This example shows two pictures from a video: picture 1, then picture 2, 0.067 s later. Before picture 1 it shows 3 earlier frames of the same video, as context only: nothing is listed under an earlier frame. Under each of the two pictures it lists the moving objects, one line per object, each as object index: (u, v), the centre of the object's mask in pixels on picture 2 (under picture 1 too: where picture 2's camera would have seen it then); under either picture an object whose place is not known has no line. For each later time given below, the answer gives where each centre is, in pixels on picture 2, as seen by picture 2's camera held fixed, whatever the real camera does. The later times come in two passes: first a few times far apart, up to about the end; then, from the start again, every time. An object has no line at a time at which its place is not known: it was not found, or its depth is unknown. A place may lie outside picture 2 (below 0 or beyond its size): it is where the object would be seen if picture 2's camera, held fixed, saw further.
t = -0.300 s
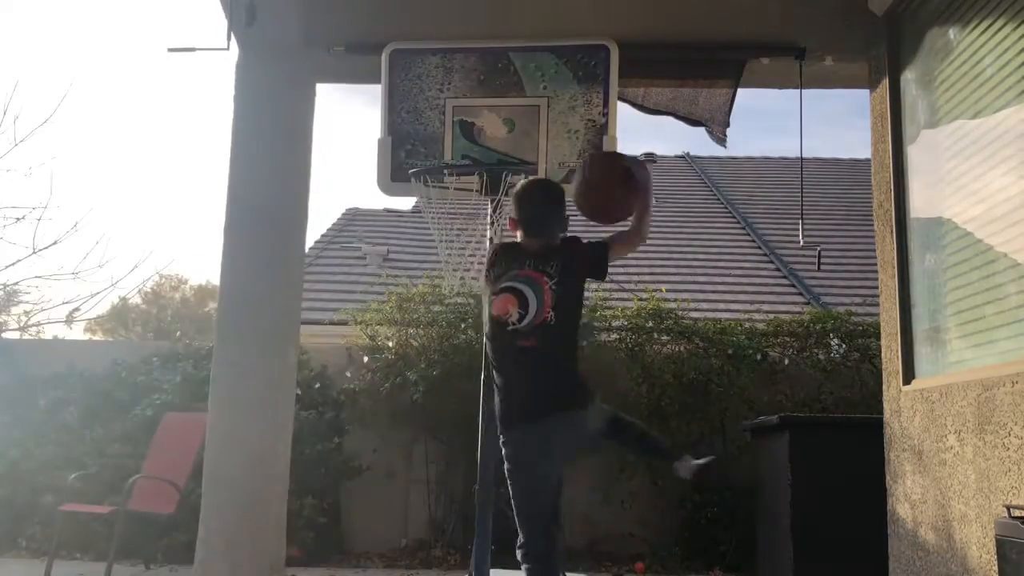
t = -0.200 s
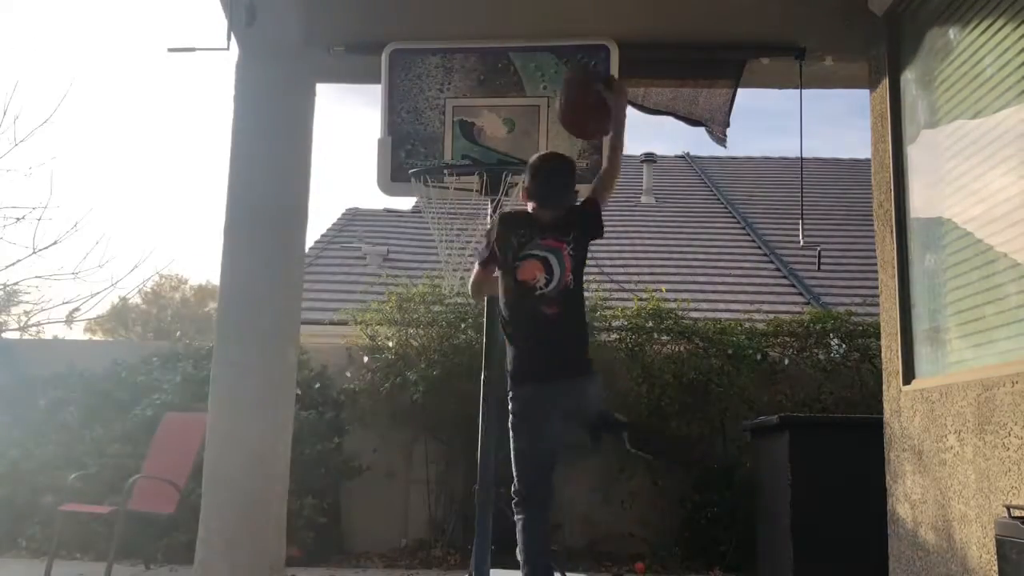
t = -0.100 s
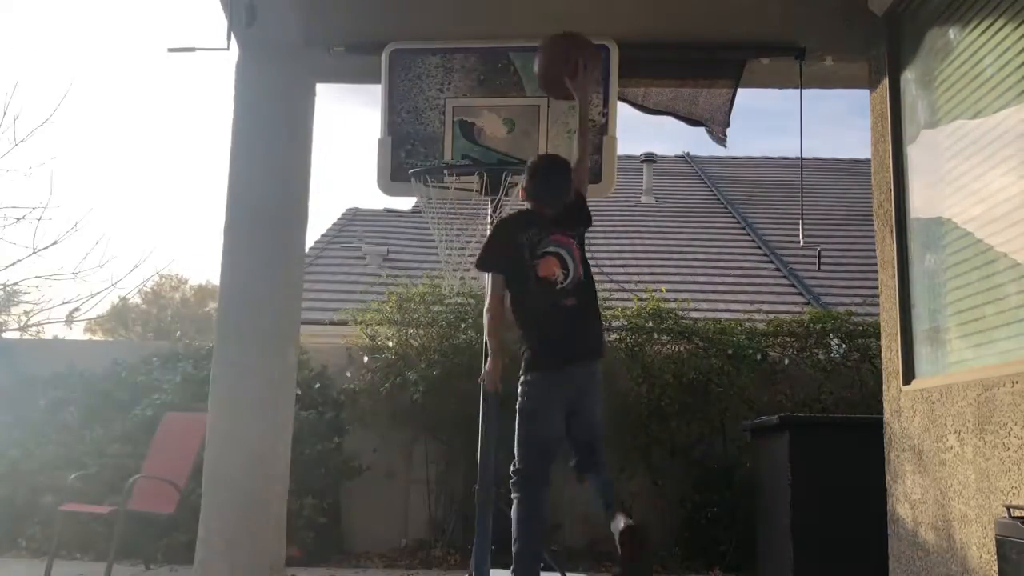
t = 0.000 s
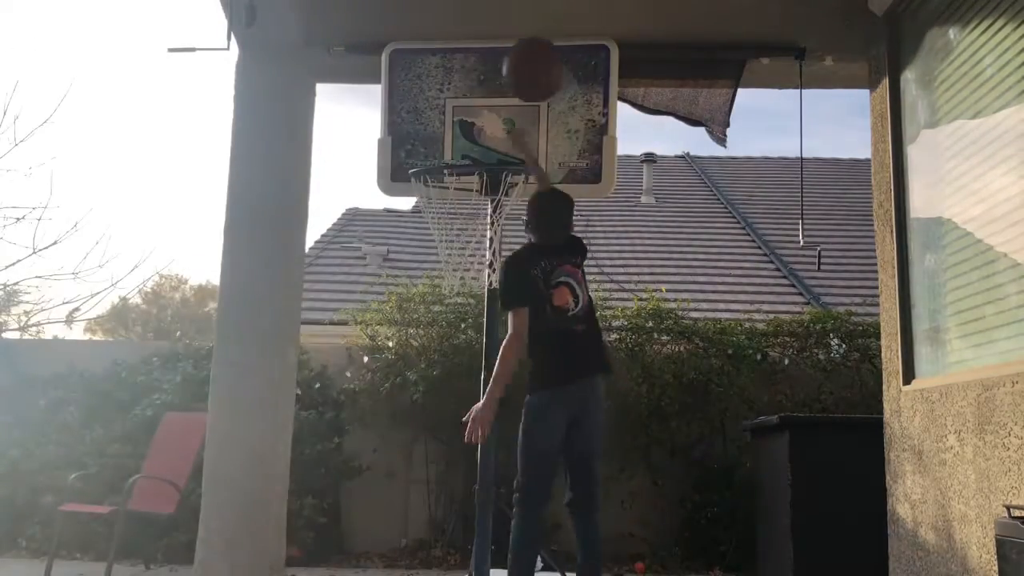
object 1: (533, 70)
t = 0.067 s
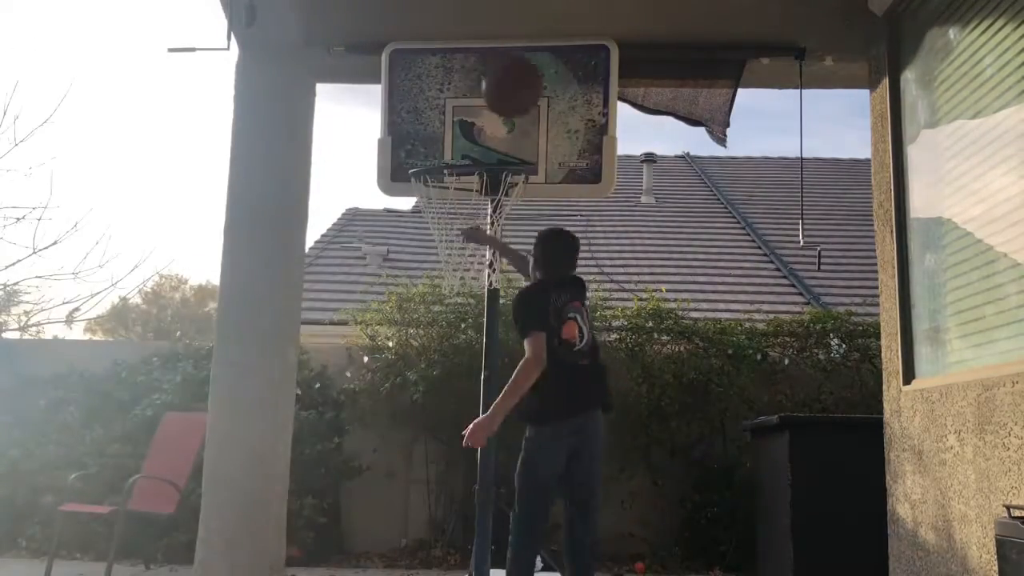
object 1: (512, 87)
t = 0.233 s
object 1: (462, 161)
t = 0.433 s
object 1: (458, 234)
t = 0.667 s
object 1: (465, 305)
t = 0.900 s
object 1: (465, 525)
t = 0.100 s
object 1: (502, 101)
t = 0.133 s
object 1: (490, 114)
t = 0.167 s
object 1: (481, 129)
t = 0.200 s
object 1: (471, 144)
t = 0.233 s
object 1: (462, 161)
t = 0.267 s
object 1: (457, 178)
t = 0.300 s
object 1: (457, 192)
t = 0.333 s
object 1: (456, 210)
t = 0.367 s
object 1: (456, 226)
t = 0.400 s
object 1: (457, 232)
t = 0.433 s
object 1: (458, 234)
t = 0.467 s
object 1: (460, 237)
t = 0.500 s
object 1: (461, 241)
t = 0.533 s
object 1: (462, 248)
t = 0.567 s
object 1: (463, 259)
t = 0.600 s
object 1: (464, 272)
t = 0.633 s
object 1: (464, 287)
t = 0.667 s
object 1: (465, 305)
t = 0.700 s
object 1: (464, 327)
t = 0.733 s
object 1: (465, 350)
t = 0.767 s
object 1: (466, 378)
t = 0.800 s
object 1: (465, 410)
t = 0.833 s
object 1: (466, 442)
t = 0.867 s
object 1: (466, 481)
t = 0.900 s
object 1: (465, 525)
